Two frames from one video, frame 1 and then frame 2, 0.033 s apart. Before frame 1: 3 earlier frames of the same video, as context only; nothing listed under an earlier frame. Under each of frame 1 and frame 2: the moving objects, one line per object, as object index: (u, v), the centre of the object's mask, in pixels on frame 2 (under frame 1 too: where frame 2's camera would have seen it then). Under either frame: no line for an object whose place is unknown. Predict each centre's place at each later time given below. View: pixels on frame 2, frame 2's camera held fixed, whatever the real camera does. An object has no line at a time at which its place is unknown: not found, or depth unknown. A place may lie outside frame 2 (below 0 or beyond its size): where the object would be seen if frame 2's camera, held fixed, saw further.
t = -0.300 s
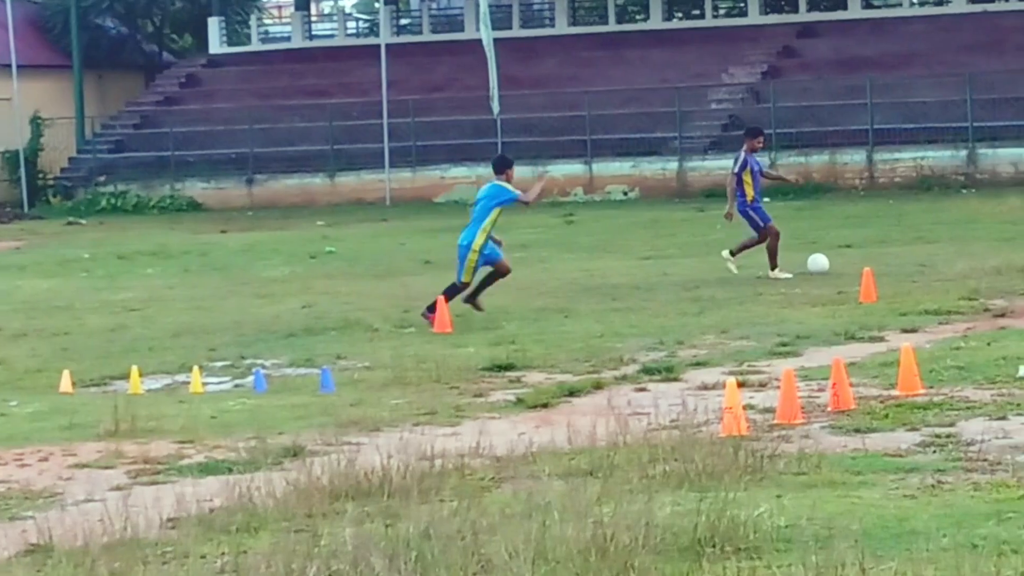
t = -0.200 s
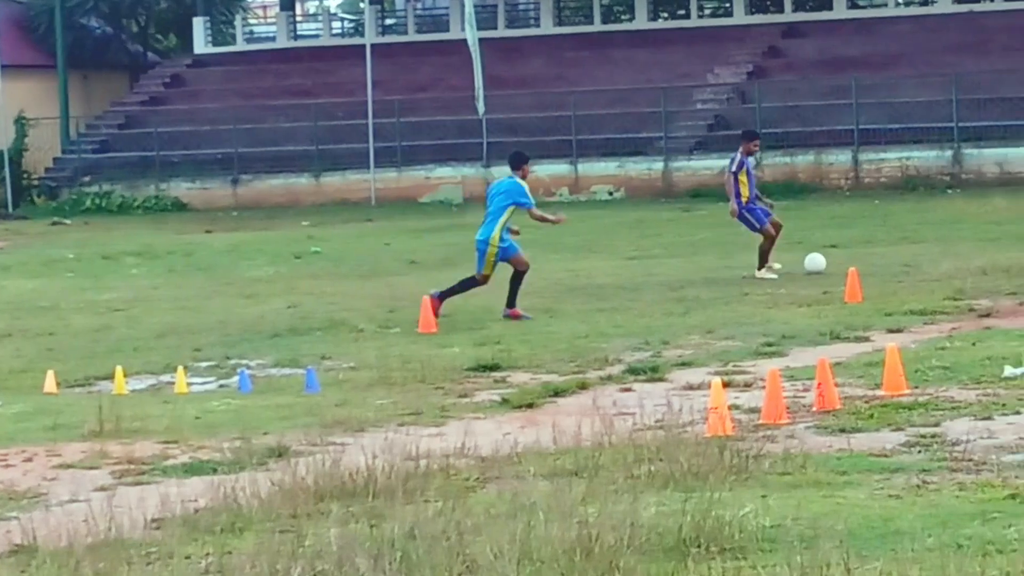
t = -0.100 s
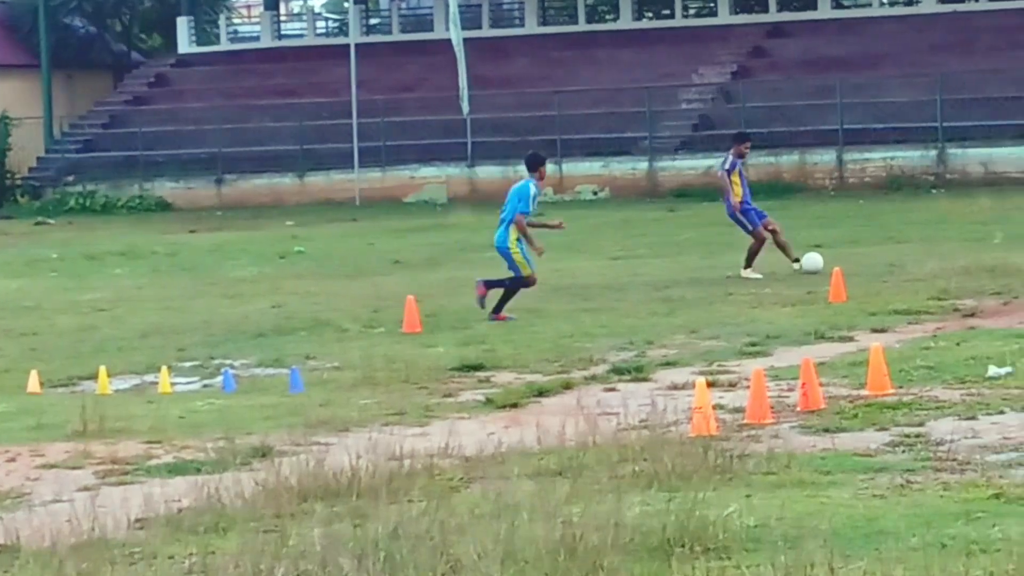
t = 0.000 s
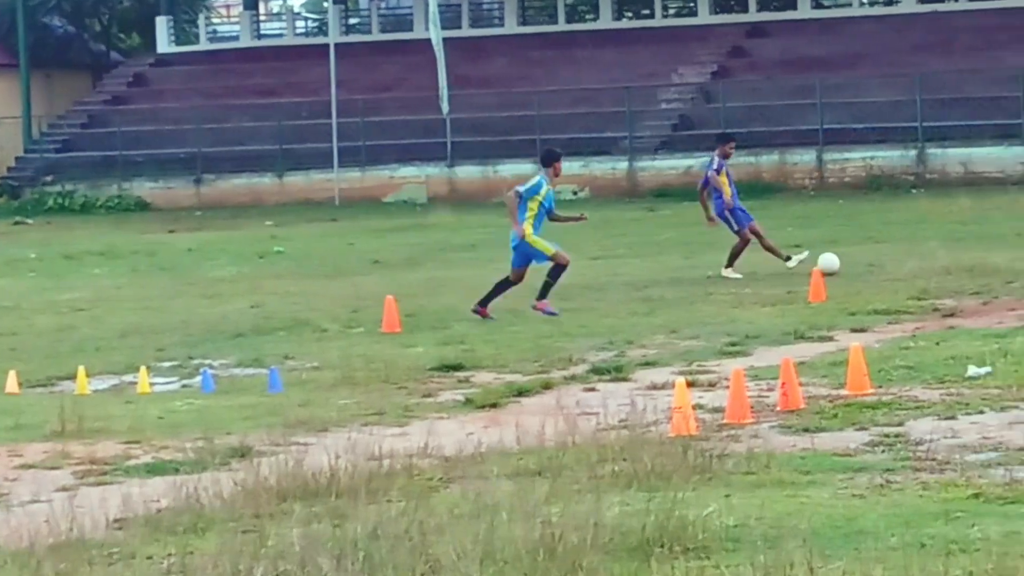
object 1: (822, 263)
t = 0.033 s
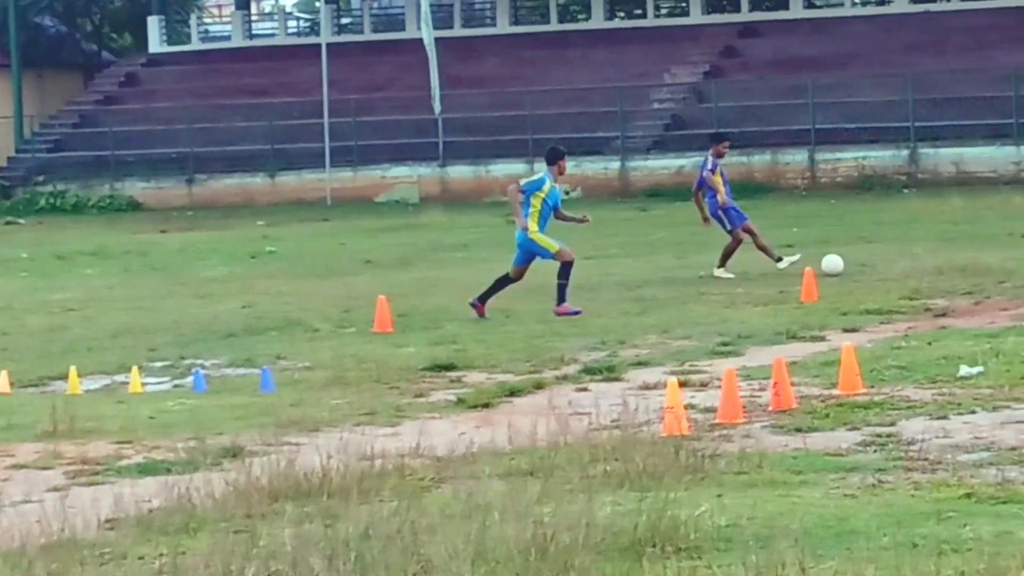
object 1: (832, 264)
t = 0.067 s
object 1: (841, 265)
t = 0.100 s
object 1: (849, 264)
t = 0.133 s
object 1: (858, 265)
